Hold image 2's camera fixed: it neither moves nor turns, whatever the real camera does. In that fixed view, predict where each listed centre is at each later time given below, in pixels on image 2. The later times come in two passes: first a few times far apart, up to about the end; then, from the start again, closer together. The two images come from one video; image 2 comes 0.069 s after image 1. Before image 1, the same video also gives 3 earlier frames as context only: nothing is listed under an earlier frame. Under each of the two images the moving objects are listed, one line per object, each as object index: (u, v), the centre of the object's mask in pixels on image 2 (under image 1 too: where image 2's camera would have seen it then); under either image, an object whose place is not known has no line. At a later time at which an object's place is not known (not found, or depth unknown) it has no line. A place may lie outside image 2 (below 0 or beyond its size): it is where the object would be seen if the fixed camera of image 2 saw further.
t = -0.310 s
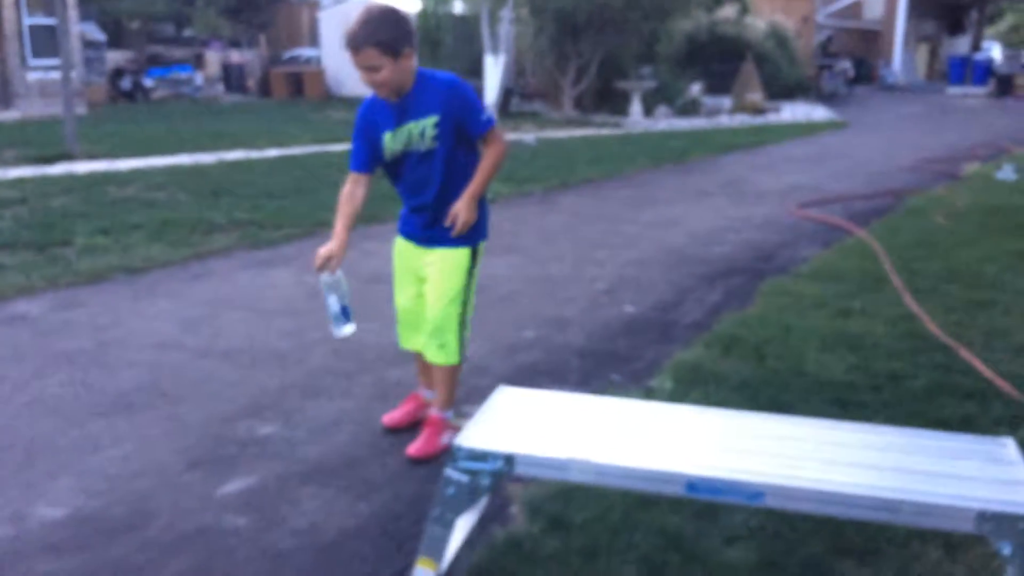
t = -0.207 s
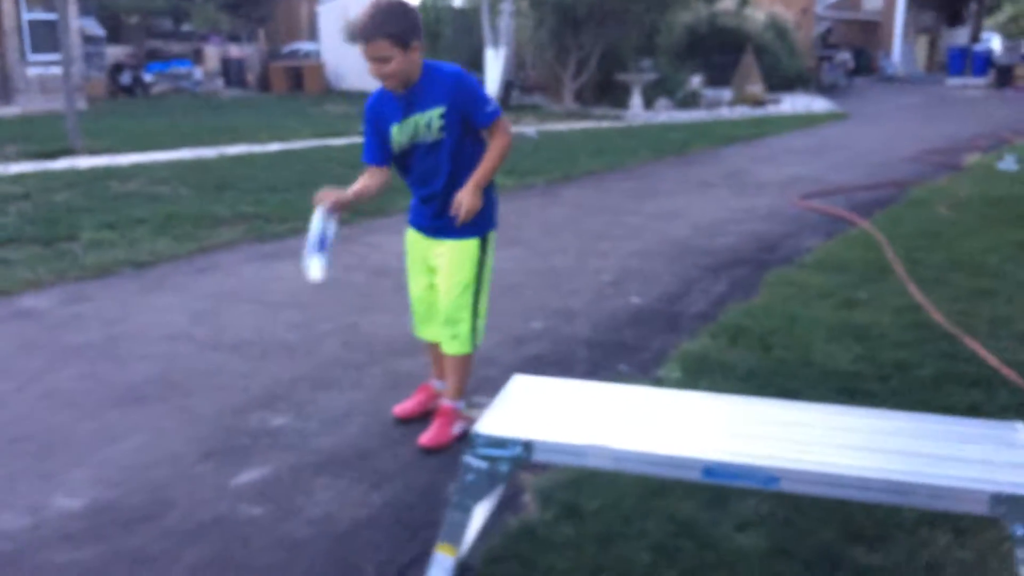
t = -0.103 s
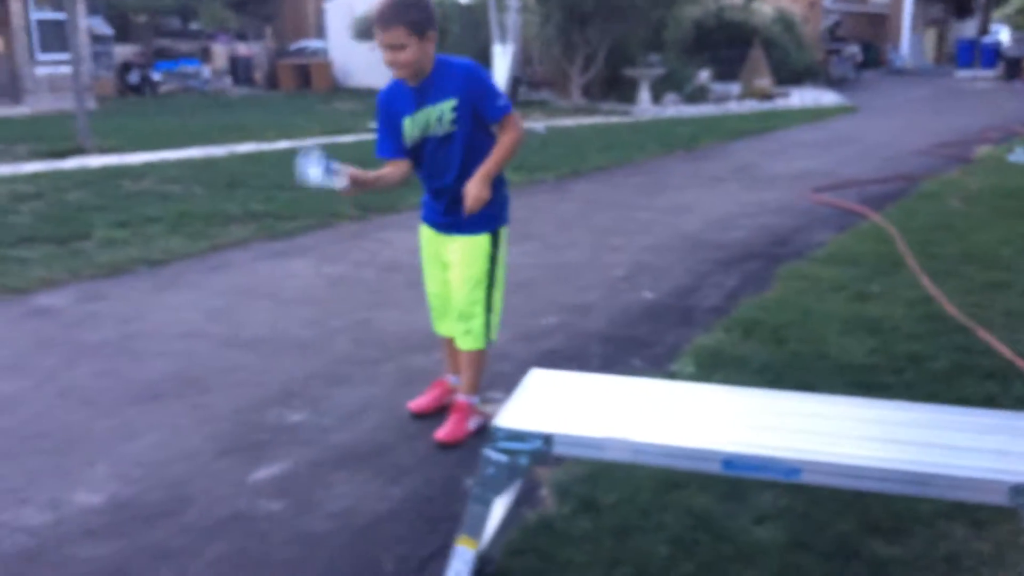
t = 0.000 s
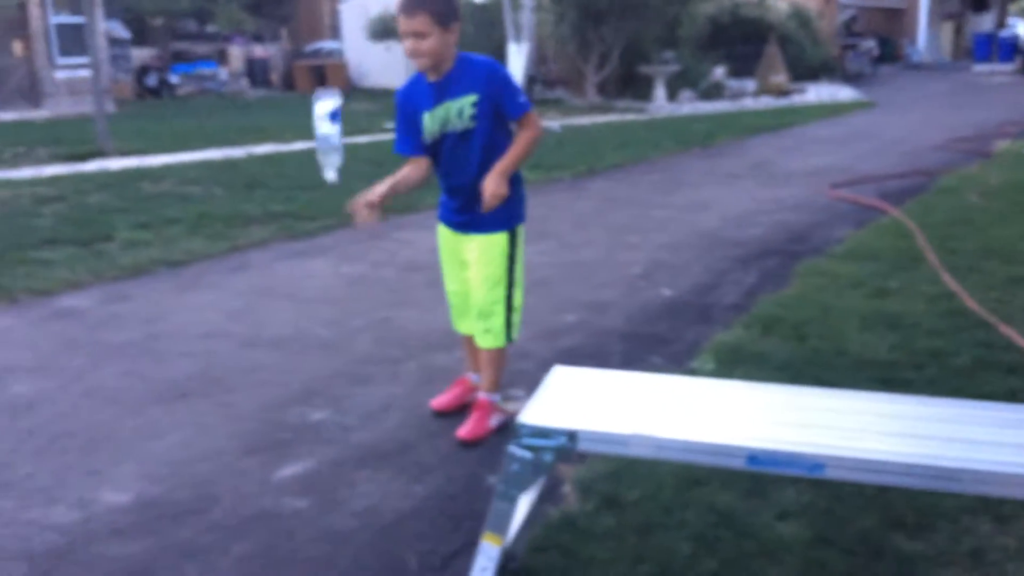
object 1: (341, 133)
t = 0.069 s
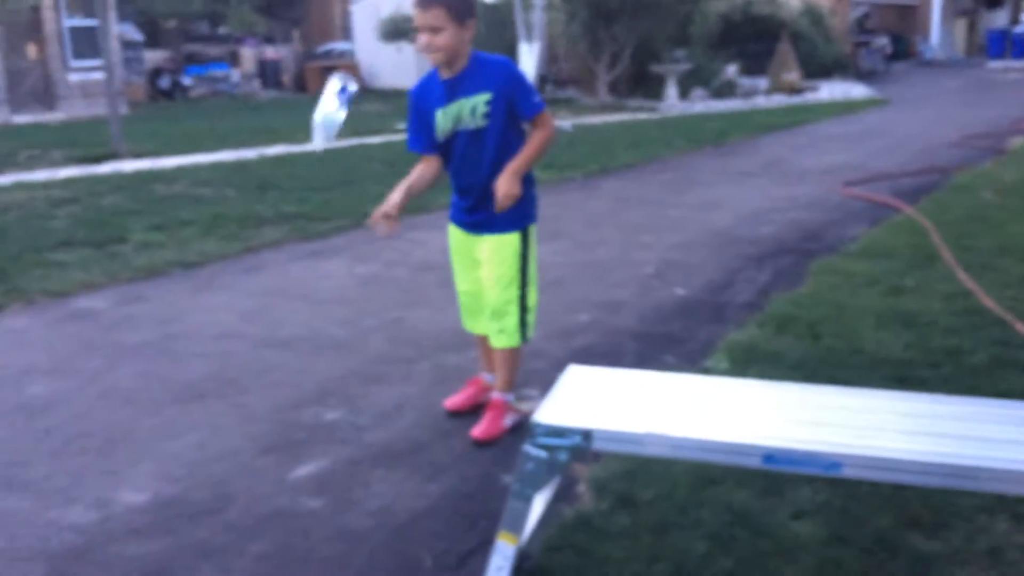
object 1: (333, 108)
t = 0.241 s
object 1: (330, 131)
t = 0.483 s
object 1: (343, 353)
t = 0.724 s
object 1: (358, 450)
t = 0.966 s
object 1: (356, 449)
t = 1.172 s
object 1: (355, 449)
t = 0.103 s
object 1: (330, 103)
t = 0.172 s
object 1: (330, 106)
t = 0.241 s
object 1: (330, 131)
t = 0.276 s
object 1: (330, 150)
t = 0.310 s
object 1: (332, 174)
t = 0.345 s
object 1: (333, 202)
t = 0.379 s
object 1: (335, 234)
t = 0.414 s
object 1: (338, 270)
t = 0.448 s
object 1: (340, 309)
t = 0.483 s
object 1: (343, 353)
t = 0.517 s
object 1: (346, 399)
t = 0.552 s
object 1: (350, 436)
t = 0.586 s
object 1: (353, 441)
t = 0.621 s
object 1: (355, 448)
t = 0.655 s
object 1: (356, 453)
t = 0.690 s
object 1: (358, 451)
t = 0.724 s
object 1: (358, 450)
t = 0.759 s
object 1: (358, 450)
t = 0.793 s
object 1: (357, 449)
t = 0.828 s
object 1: (357, 449)
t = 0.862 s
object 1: (357, 449)
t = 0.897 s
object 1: (357, 449)
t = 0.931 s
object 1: (357, 449)
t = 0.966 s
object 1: (356, 449)
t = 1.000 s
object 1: (356, 449)
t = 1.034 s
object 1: (355, 449)
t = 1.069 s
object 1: (355, 449)
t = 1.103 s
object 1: (355, 449)
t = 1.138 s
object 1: (355, 449)
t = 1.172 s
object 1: (355, 449)
